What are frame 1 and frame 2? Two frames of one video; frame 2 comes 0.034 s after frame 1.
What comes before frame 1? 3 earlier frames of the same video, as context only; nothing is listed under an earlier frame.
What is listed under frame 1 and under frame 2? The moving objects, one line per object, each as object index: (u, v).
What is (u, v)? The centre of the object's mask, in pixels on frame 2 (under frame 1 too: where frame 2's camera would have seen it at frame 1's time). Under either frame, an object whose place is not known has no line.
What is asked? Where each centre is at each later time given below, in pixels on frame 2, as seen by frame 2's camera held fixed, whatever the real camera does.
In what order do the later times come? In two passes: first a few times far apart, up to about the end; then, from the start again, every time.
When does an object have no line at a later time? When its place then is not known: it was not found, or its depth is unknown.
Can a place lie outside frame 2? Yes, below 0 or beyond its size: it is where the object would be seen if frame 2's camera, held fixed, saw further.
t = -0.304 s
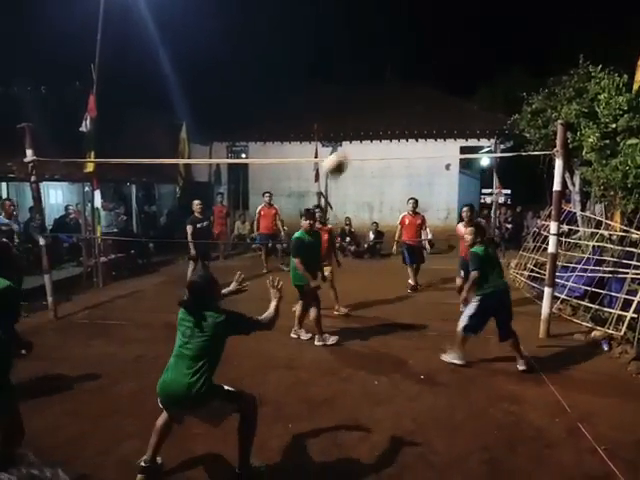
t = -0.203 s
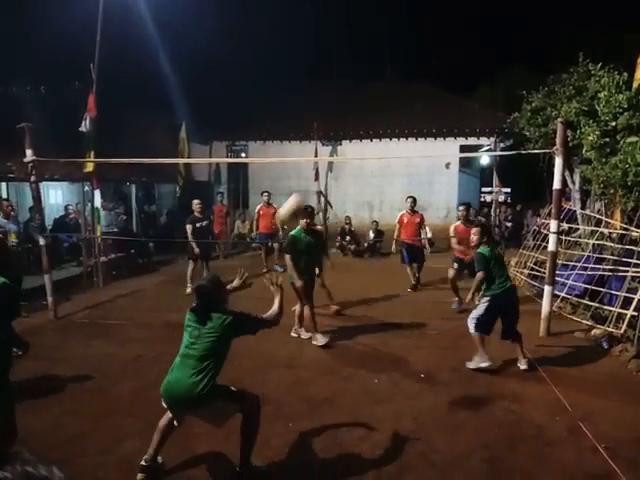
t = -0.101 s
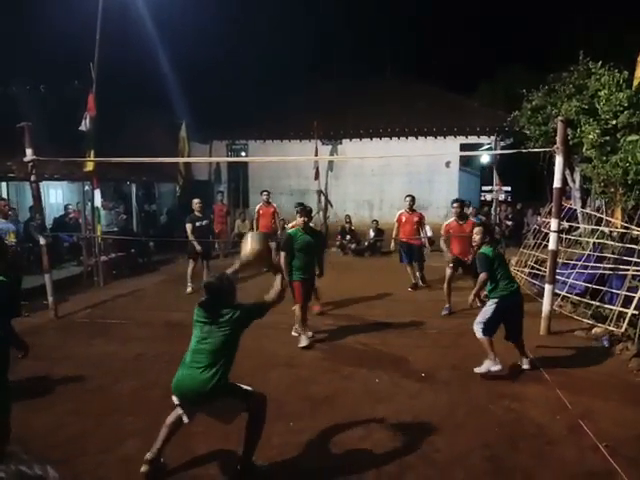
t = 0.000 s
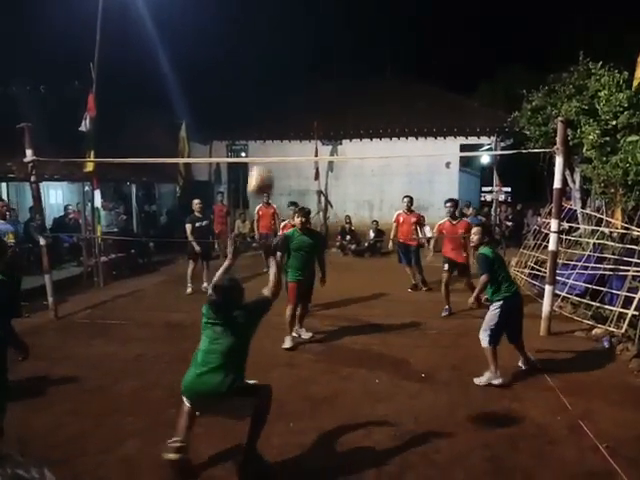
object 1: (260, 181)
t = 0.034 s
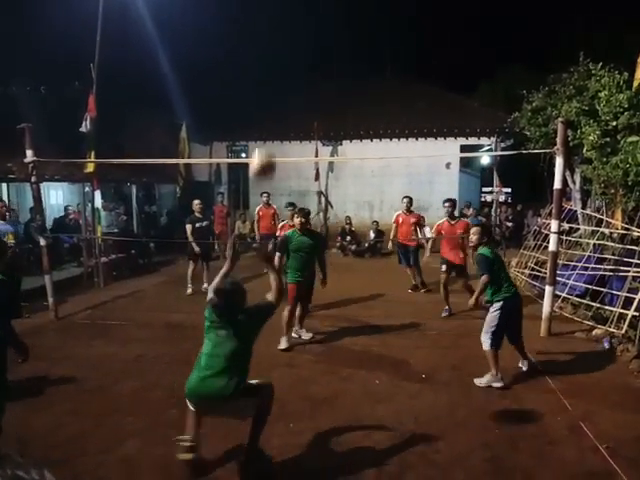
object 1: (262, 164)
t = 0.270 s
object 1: (276, 74)
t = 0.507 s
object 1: (291, 56)
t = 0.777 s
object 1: (304, 111)
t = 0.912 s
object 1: (314, 169)
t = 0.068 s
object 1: (263, 145)
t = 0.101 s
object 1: (263, 129)
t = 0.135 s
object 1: (268, 115)
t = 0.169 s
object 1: (271, 103)
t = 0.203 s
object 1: (272, 92)
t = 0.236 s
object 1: (274, 81)
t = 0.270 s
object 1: (276, 74)
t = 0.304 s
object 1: (279, 67)
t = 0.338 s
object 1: (281, 62)
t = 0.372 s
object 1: (283, 58)
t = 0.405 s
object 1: (285, 56)
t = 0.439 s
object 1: (287, 55)
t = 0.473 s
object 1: (290, 55)
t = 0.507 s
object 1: (291, 56)
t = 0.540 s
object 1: (293, 58)
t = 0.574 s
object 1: (295, 62)
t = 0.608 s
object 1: (297, 68)
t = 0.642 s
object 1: (299, 75)
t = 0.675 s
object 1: (300, 83)
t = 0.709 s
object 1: (302, 91)
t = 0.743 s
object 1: (304, 102)
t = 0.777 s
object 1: (304, 111)
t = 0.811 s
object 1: (306, 123)
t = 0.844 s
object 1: (309, 136)
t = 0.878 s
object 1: (312, 151)
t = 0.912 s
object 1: (314, 169)
